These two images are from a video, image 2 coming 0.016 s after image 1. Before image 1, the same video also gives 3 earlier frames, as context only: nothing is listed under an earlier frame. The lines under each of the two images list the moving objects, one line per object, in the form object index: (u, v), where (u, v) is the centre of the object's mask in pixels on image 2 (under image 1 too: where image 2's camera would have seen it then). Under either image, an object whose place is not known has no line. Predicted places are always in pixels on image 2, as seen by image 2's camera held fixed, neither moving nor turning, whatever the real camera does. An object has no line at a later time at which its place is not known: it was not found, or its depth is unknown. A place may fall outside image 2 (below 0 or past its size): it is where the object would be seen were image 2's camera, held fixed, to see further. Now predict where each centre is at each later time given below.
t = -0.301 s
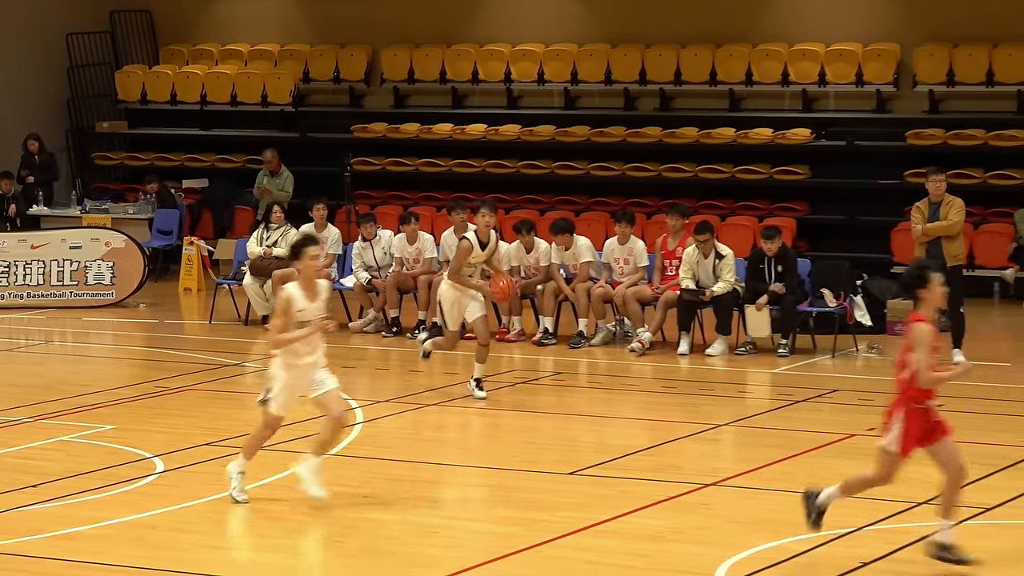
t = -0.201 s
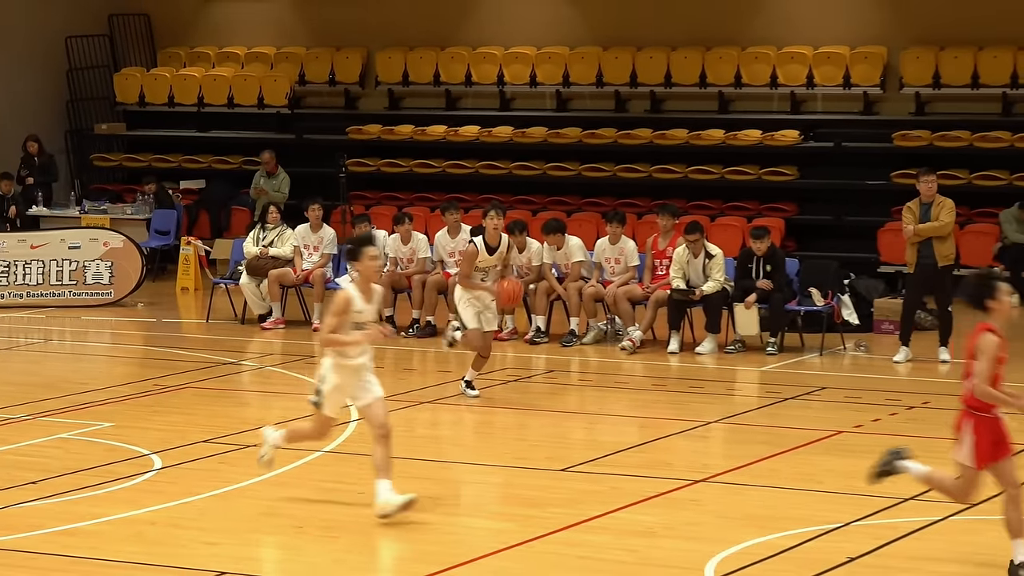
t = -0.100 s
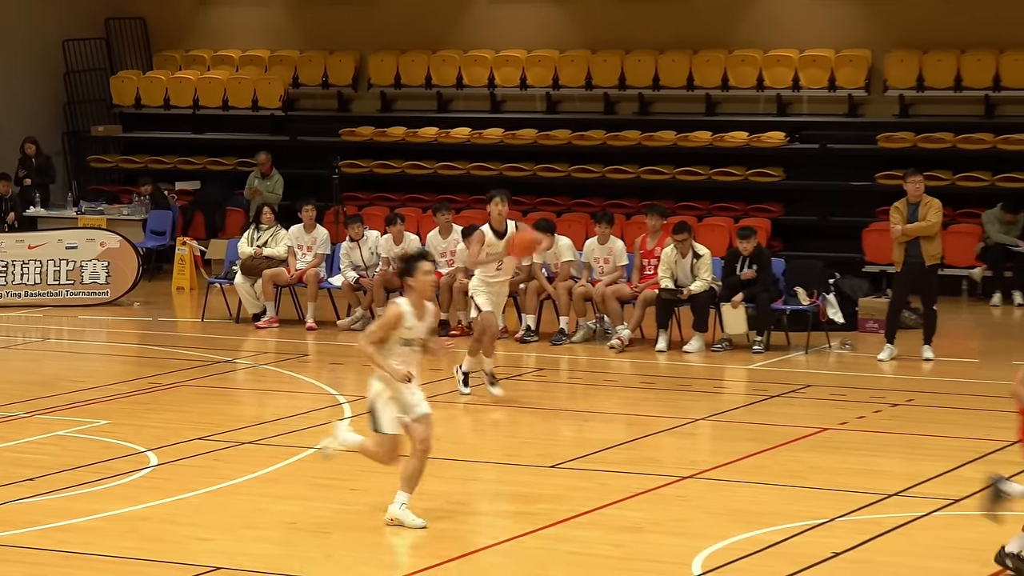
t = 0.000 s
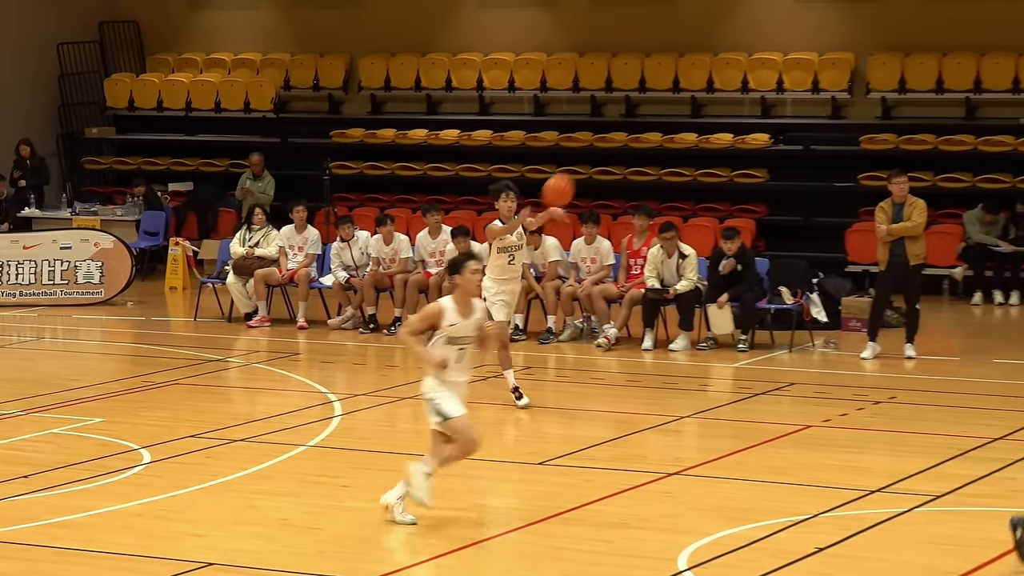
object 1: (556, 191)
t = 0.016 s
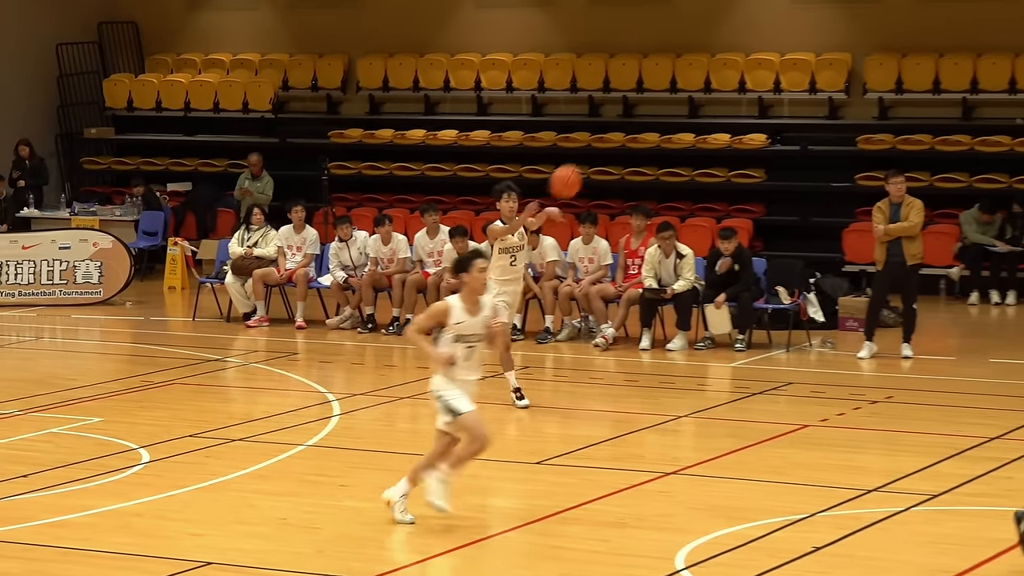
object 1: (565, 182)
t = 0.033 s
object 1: (575, 173)
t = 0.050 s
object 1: (585, 163)
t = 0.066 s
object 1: (594, 155)
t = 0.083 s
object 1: (603, 146)
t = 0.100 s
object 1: (614, 138)
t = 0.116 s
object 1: (624, 129)
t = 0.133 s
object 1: (635, 121)
